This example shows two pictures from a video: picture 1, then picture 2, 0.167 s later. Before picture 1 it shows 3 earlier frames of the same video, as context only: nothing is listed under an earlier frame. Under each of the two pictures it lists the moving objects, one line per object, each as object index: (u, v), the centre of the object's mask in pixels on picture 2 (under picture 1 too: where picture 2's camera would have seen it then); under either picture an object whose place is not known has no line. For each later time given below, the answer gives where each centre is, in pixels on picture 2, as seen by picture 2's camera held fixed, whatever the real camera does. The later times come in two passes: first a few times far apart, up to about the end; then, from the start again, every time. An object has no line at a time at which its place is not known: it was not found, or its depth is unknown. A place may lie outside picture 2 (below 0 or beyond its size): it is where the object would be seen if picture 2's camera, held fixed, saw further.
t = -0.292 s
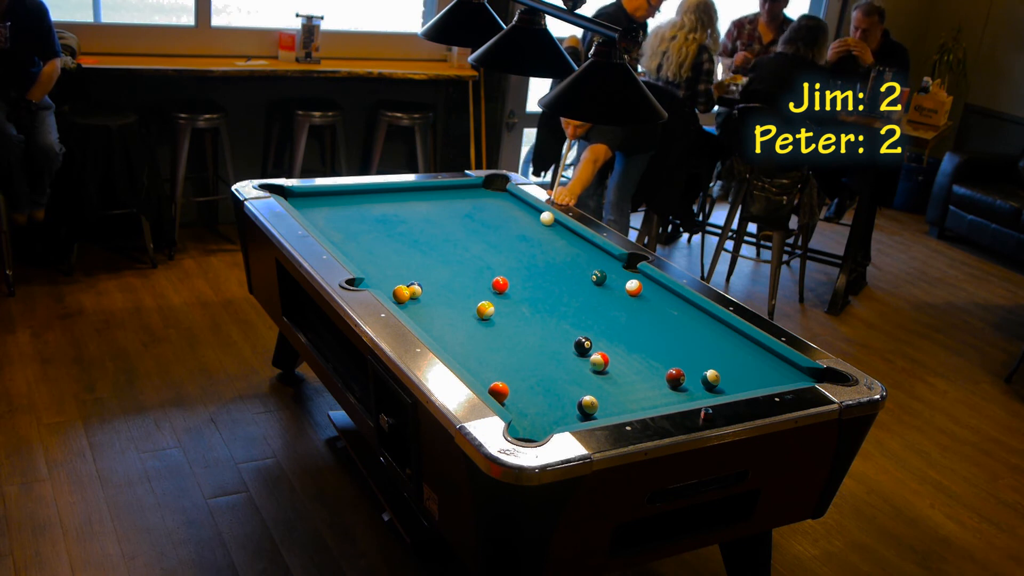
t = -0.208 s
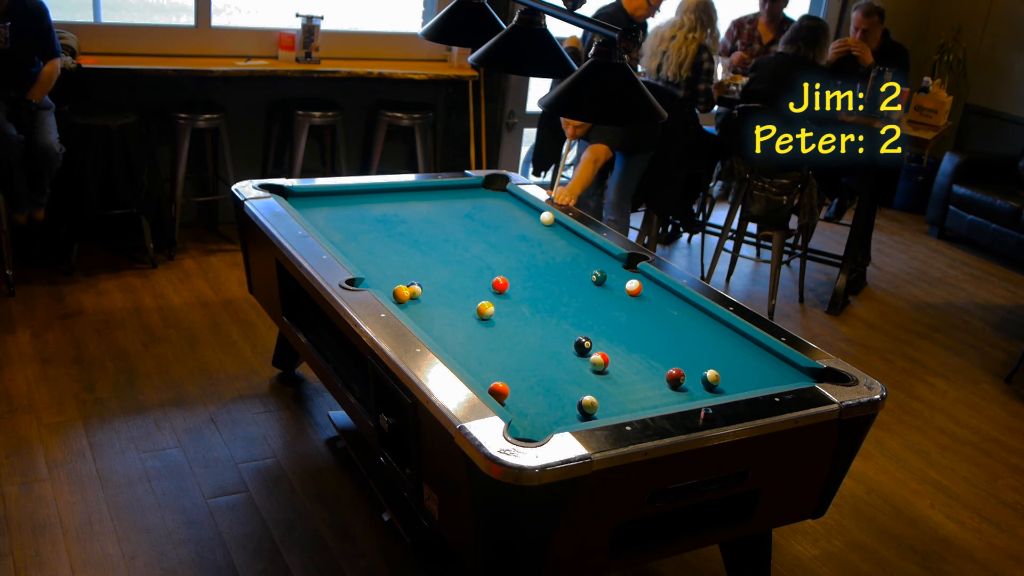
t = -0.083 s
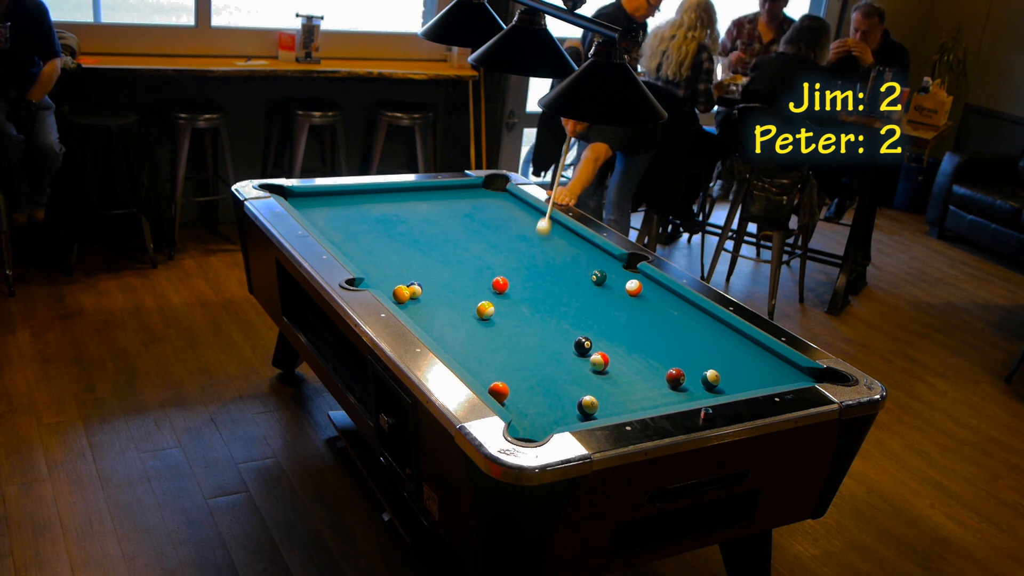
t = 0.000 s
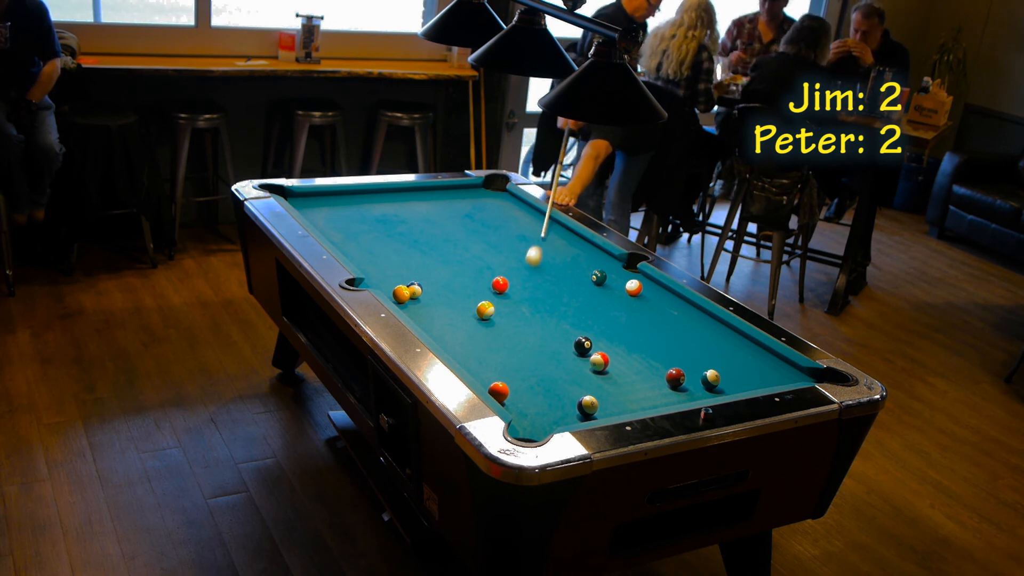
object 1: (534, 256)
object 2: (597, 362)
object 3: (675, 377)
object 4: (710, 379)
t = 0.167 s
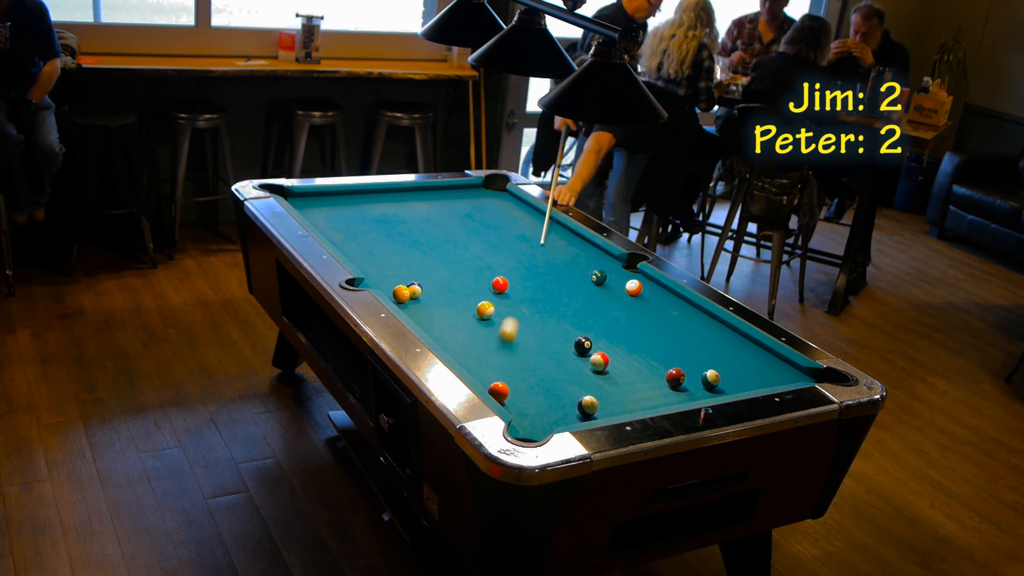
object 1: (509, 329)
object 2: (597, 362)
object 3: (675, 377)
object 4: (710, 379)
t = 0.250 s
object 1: (491, 376)
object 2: (597, 362)
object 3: (675, 377)
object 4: (710, 379)
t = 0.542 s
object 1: (578, 368)
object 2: (597, 362)
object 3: (675, 377)
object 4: (710, 379)
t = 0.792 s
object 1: (653, 379)
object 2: (602, 354)
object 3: (675, 377)
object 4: (710, 379)
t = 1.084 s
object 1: (699, 394)
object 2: (604, 355)
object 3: (694, 371)
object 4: (719, 381)
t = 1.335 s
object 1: (699, 384)
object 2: (607, 346)
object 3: (701, 364)
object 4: (732, 383)
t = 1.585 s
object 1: (698, 373)
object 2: (608, 338)
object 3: (708, 358)
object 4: (744, 384)
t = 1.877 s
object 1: (697, 361)
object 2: (608, 342)
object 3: (713, 352)
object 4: (755, 384)
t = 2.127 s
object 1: (697, 353)
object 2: (609, 339)
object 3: (718, 349)
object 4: (760, 383)
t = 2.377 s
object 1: (697, 345)
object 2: (610, 336)
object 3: (722, 345)
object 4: (761, 383)
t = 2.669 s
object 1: (696, 338)
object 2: (608, 334)
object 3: (724, 341)
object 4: (762, 382)
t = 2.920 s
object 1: (696, 332)
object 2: (607, 334)
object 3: (727, 339)
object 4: (762, 382)
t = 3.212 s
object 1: (696, 327)
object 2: (608, 335)
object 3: (728, 336)
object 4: (762, 383)
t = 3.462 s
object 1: (697, 323)
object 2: (607, 335)
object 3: (730, 335)
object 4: (762, 383)
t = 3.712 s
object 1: (698, 320)
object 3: (731, 335)
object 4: (762, 383)
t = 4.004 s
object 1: (698, 317)
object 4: (762, 383)
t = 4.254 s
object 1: (698, 315)
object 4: (762, 383)
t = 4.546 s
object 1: (698, 314)
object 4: (762, 383)
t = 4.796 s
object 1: (697, 313)
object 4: (762, 383)
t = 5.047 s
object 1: (697, 313)
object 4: (762, 383)
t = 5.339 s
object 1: (697, 313)
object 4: (762, 383)
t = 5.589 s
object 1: (697, 313)
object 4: (762, 383)
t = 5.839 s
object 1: (697, 313)
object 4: (762, 383)
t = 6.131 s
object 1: (697, 313)
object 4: (762, 382)
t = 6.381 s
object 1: (697, 313)
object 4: (762, 382)
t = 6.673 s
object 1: (697, 313)
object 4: (762, 382)
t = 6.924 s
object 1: (697, 313)
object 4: (762, 382)
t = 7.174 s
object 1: (697, 313)
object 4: (762, 382)
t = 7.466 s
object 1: (697, 313)
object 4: (762, 382)
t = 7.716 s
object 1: (697, 313)
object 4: (762, 382)
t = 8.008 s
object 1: (697, 313)
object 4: (762, 382)
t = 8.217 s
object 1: (697, 313)
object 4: (762, 382)
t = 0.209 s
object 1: (501, 352)
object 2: (597, 362)
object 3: (675, 377)
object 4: (710, 379)
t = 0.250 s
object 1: (491, 376)
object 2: (597, 362)
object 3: (675, 377)
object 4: (710, 379)
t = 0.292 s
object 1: (493, 380)
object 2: (597, 362)
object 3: (675, 377)
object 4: (710, 379)
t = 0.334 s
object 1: (508, 376)
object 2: (597, 362)
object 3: (675, 377)
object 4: (710, 379)
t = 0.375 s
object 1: (524, 372)
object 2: (597, 362)
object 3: (675, 377)
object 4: (710, 379)
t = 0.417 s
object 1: (538, 370)
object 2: (597, 362)
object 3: (675, 377)
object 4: (710, 379)
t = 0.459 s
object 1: (552, 369)
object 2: (597, 362)
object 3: (675, 377)
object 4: (710, 379)
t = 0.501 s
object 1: (565, 368)
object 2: (597, 362)
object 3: (675, 377)
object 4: (710, 379)
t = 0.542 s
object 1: (578, 368)
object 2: (597, 362)
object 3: (675, 377)
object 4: (710, 379)
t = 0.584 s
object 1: (593, 368)
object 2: (598, 357)
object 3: (675, 377)
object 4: (710, 379)
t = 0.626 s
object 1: (604, 370)
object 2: (597, 358)
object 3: (675, 377)
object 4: (710, 379)
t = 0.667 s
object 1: (616, 372)
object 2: (599, 360)
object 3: (675, 377)
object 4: (710, 379)
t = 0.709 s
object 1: (629, 374)
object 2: (600, 358)
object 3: (675, 377)
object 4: (710, 379)
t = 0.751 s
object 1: (641, 377)
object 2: (601, 356)
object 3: (675, 377)
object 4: (710, 379)
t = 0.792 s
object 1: (653, 379)
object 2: (602, 354)
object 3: (675, 377)
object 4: (710, 379)
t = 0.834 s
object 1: (663, 382)
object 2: (603, 352)
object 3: (679, 376)
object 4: (710, 379)
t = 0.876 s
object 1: (669, 385)
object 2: (604, 351)
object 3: (684, 376)
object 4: (710, 379)
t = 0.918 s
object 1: (676, 388)
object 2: (605, 349)
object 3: (688, 375)
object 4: (710, 379)
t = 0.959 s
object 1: (684, 391)
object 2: (606, 347)
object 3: (691, 374)
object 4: (711, 380)
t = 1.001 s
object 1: (691, 393)
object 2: (604, 359)
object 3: (692, 373)
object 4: (714, 380)
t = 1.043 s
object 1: (698, 394)
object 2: (605, 353)
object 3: (693, 372)
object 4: (717, 380)
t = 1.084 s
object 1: (699, 394)
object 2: (604, 355)
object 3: (694, 371)
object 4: (719, 381)
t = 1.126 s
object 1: (699, 393)
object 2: (605, 353)
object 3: (696, 370)
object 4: (721, 381)
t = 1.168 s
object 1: (699, 391)
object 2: (605, 351)
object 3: (697, 369)
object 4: (723, 381)
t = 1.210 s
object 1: (699, 390)
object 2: (606, 350)
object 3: (698, 368)
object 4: (726, 382)
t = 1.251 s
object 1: (699, 388)
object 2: (606, 349)
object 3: (699, 367)
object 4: (728, 382)
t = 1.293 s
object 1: (699, 386)
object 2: (607, 348)
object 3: (700, 365)
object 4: (730, 382)
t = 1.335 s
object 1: (699, 384)
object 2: (607, 346)
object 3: (701, 364)
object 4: (732, 383)
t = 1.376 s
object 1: (699, 382)
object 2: (607, 345)
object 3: (702, 363)
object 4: (734, 383)
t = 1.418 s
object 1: (699, 380)
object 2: (608, 343)
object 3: (703, 362)
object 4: (737, 384)
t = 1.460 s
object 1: (698, 378)
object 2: (608, 342)
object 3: (705, 361)
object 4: (738, 383)
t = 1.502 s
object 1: (698, 376)
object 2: (608, 340)
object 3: (706, 360)
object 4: (740, 384)
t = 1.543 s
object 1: (698, 375)
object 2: (608, 339)
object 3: (707, 359)
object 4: (742, 384)
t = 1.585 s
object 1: (698, 373)
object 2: (608, 338)
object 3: (708, 358)
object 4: (744, 384)
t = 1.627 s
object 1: (698, 371)
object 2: (608, 337)
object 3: (708, 357)
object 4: (746, 384)
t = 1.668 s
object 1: (698, 369)
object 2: (608, 336)
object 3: (709, 356)
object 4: (747, 384)
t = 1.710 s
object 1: (698, 368)
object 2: (608, 348)
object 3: (710, 355)
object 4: (749, 384)
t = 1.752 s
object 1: (698, 366)
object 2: (609, 347)
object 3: (711, 355)
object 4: (750, 384)
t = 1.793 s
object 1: (698, 364)
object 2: (609, 346)
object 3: (712, 354)
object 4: (752, 384)
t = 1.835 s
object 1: (697, 363)
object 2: (608, 342)
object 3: (713, 353)
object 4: (753, 384)
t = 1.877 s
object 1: (697, 361)
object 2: (608, 342)
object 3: (713, 352)
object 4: (755, 384)
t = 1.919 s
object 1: (697, 360)
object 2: (609, 343)
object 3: (714, 352)
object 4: (756, 384)
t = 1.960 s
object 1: (697, 358)
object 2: (609, 342)
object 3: (715, 351)
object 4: (757, 384)
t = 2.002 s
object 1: (697, 357)
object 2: (609, 341)
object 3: (716, 351)
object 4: (759, 384)
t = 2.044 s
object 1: (697, 355)
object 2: (609, 340)
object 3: (716, 350)
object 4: (760, 384)
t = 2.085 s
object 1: (697, 354)
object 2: (609, 339)
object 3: (717, 349)
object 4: (760, 383)
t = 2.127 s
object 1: (697, 353)
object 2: (609, 339)
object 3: (718, 349)
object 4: (760, 383)
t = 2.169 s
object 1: (697, 351)
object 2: (609, 338)
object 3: (719, 348)
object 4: (760, 383)
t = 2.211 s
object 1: (697, 350)
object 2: (609, 338)
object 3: (719, 347)
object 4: (760, 383)
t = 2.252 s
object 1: (697, 349)
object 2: (609, 337)
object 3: (720, 347)
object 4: (760, 383)
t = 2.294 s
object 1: (697, 348)
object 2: (609, 337)
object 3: (720, 346)
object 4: (761, 383)
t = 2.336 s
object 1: (697, 346)
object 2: (610, 336)
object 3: (721, 346)
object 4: (761, 383)
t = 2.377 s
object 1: (697, 345)
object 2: (610, 336)
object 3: (722, 345)
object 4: (761, 383)
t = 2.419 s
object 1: (697, 344)
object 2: (609, 335)
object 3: (722, 344)
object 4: (761, 383)
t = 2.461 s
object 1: (697, 343)
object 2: (609, 335)
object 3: (723, 344)
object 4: (761, 382)
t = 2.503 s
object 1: (696, 342)
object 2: (609, 334)
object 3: (723, 343)
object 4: (761, 382)
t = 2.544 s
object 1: (696, 341)
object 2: (609, 334)
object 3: (723, 343)
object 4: (762, 382)
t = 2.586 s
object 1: (697, 340)
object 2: (608, 334)
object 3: (724, 342)
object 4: (762, 382)
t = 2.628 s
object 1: (696, 339)
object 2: (608, 334)
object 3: (724, 342)
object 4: (762, 382)
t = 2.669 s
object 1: (696, 338)
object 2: (608, 334)
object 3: (724, 341)
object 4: (762, 382)
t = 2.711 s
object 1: (696, 337)
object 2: (608, 334)
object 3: (725, 341)
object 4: (762, 382)
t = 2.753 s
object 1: (696, 336)
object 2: (607, 334)
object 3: (725, 340)
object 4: (762, 382)
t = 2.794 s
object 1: (696, 335)
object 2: (607, 334)
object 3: (726, 340)
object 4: (762, 382)
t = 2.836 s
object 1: (696, 334)
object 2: (607, 334)
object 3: (726, 340)
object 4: (762, 382)
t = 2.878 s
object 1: (696, 333)
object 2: (608, 334)
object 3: (726, 339)
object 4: (762, 382)
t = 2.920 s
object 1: (696, 332)
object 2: (607, 334)
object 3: (727, 339)
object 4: (762, 382)
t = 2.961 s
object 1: (696, 331)
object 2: (607, 334)
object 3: (727, 338)
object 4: (762, 383)
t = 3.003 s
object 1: (696, 330)
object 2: (608, 334)
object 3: (727, 338)
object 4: (762, 382)
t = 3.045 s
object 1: (696, 330)
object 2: (608, 334)
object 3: (728, 338)
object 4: (762, 383)
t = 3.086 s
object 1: (696, 329)
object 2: (608, 334)
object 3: (728, 337)
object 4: (762, 383)
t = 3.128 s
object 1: (696, 328)
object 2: (607, 335)
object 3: (728, 337)
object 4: (762, 382)
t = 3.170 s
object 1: (696, 328)
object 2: (608, 335)
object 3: (728, 337)
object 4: (762, 383)
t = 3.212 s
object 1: (696, 327)
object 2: (608, 335)
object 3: (728, 336)
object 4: (762, 383)
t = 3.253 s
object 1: (696, 326)
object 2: (608, 335)
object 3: (729, 336)
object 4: (762, 383)
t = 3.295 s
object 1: (696, 325)
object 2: (608, 335)
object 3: (729, 336)
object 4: (762, 383)
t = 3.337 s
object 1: (697, 325)
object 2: (607, 335)
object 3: (729, 336)
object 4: (762, 383)
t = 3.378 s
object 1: (697, 324)
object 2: (607, 335)
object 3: (729, 336)
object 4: (762, 383)
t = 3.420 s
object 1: (697, 324)
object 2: (607, 335)
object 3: (729, 335)
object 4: (762, 383)
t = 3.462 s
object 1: (697, 323)
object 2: (607, 335)
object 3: (730, 335)
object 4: (762, 383)
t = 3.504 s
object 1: (697, 322)
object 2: (607, 335)
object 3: (730, 335)
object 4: (762, 383)
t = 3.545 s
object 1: (697, 322)
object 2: (607, 335)
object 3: (730, 335)
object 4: (762, 383)
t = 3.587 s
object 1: (697, 321)
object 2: (607, 335)
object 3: (730, 335)
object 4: (762, 383)
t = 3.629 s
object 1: (698, 321)
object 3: (730, 335)
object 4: (762, 383)
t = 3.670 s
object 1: (698, 320)
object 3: (731, 335)
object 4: (762, 383)
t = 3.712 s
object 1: (698, 320)
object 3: (731, 335)
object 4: (762, 383)
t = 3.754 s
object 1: (698, 319)
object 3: (731, 335)
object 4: (762, 383)
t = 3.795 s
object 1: (698, 319)
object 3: (731, 335)
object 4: (762, 383)
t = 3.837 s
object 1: (698, 319)
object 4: (762, 383)
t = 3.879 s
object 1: (698, 318)
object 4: (762, 383)
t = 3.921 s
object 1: (698, 318)
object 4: (762, 383)
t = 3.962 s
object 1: (698, 317)
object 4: (762, 383)
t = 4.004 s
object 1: (698, 317)
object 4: (762, 383)
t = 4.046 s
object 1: (698, 317)
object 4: (762, 383)
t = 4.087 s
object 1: (698, 316)
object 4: (762, 383)
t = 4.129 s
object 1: (698, 316)
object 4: (762, 383)
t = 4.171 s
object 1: (698, 316)
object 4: (762, 383)
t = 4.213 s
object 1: (698, 315)
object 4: (762, 383)
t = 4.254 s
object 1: (698, 315)
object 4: (762, 383)
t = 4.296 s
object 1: (698, 315)
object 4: (762, 383)
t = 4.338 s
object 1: (699, 315)
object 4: (762, 383)
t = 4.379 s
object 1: (698, 314)
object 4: (762, 383)
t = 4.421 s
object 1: (698, 314)
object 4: (762, 383)
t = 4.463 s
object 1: (698, 314)
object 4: (762, 383)
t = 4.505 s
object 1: (698, 314)
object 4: (762, 383)
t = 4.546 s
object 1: (698, 314)
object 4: (762, 383)
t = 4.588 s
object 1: (698, 313)
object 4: (762, 383)
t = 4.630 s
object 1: (698, 313)
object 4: (762, 383)
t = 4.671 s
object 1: (698, 313)
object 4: (762, 383)
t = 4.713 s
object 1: (697, 313)
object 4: (762, 383)
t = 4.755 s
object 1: (697, 313)
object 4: (762, 383)
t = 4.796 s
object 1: (697, 313)
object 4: (762, 383)
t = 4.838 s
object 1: (697, 313)
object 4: (762, 383)
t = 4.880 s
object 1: (697, 313)
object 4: (762, 383)
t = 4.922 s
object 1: (697, 313)
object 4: (762, 383)
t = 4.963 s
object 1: (697, 313)
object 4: (762, 383)
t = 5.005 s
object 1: (697, 313)
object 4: (762, 383)
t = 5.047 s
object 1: (697, 313)
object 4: (762, 383)
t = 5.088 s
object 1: (697, 313)
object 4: (762, 383)
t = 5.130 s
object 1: (697, 313)
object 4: (762, 383)
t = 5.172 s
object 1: (697, 313)
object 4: (762, 383)
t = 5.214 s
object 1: (697, 313)
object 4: (762, 383)
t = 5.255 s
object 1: (697, 313)
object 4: (762, 383)
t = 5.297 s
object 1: (697, 313)
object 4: (762, 383)
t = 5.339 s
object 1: (697, 313)
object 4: (762, 383)
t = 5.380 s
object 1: (697, 313)
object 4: (762, 383)
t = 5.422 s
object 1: (697, 313)
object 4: (762, 383)
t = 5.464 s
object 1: (697, 313)
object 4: (762, 383)
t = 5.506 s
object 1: (697, 313)
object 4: (762, 383)
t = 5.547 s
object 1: (697, 313)
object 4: (762, 383)
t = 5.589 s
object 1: (697, 313)
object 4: (762, 383)
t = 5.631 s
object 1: (697, 313)
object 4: (762, 383)
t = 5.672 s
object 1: (697, 313)
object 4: (762, 383)
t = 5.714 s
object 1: (697, 313)
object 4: (762, 383)
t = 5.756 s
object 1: (697, 313)
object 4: (762, 383)
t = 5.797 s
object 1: (697, 313)
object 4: (762, 383)
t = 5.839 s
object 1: (697, 313)
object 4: (762, 383)
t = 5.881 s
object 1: (697, 313)
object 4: (762, 383)
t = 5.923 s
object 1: (697, 313)
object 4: (762, 383)
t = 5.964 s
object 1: (697, 313)
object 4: (762, 383)
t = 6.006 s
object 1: (697, 313)
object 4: (762, 383)
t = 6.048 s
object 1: (697, 313)
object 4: (762, 382)
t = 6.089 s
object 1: (697, 313)
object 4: (762, 383)
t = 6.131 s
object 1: (697, 313)
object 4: (762, 382)
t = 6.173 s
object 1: (697, 313)
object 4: (762, 383)
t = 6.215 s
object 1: (697, 313)
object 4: (762, 382)
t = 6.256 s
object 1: (697, 313)
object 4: (762, 382)
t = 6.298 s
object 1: (697, 313)
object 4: (762, 382)
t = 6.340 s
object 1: (697, 313)
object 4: (762, 382)
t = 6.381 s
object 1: (697, 313)
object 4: (762, 382)
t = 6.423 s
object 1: (697, 313)
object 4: (762, 382)
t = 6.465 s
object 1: (697, 313)
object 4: (762, 382)
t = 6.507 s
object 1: (697, 313)
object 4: (762, 382)
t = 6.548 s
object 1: (697, 313)
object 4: (762, 382)
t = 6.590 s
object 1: (697, 313)
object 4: (762, 382)
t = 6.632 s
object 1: (697, 313)
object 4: (762, 382)
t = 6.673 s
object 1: (697, 313)
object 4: (762, 382)
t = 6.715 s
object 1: (697, 313)
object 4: (762, 382)
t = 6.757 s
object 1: (697, 313)
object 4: (762, 382)
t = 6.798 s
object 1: (697, 313)
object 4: (762, 382)
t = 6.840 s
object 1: (697, 313)
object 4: (762, 382)
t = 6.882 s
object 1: (697, 313)
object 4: (762, 382)
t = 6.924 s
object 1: (697, 313)
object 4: (762, 382)
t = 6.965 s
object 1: (697, 313)
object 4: (762, 382)
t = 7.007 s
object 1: (697, 313)
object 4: (762, 382)
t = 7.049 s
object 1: (697, 313)
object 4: (762, 382)
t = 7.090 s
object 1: (697, 313)
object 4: (762, 382)
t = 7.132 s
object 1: (697, 313)
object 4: (762, 382)
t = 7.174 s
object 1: (697, 313)
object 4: (762, 382)
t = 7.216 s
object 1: (697, 313)
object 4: (762, 382)
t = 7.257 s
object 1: (697, 313)
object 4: (762, 382)
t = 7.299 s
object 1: (697, 313)
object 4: (762, 382)
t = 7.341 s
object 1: (697, 313)
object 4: (762, 382)
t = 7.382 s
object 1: (697, 313)
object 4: (762, 382)
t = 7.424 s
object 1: (697, 313)
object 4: (762, 382)
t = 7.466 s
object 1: (697, 313)
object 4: (762, 382)
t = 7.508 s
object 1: (697, 313)
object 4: (762, 382)
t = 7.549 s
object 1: (697, 313)
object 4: (762, 382)
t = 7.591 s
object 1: (697, 313)
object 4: (762, 382)
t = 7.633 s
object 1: (697, 313)
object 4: (762, 382)
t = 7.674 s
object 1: (697, 313)
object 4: (762, 382)
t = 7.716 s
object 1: (697, 313)
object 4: (762, 382)
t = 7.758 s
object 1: (697, 313)
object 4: (762, 382)
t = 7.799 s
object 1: (697, 313)
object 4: (762, 382)
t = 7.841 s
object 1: (697, 313)
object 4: (762, 382)
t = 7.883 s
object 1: (697, 313)
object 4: (762, 382)
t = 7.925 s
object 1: (697, 313)
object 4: (762, 382)
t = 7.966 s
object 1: (697, 313)
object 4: (762, 382)
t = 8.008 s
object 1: (697, 313)
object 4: (762, 382)
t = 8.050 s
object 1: (697, 313)
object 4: (762, 382)
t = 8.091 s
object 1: (697, 313)
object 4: (762, 382)
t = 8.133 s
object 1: (697, 313)
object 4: (762, 382)
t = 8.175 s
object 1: (697, 313)
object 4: (762, 382)
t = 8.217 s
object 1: (697, 313)
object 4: (762, 382)
